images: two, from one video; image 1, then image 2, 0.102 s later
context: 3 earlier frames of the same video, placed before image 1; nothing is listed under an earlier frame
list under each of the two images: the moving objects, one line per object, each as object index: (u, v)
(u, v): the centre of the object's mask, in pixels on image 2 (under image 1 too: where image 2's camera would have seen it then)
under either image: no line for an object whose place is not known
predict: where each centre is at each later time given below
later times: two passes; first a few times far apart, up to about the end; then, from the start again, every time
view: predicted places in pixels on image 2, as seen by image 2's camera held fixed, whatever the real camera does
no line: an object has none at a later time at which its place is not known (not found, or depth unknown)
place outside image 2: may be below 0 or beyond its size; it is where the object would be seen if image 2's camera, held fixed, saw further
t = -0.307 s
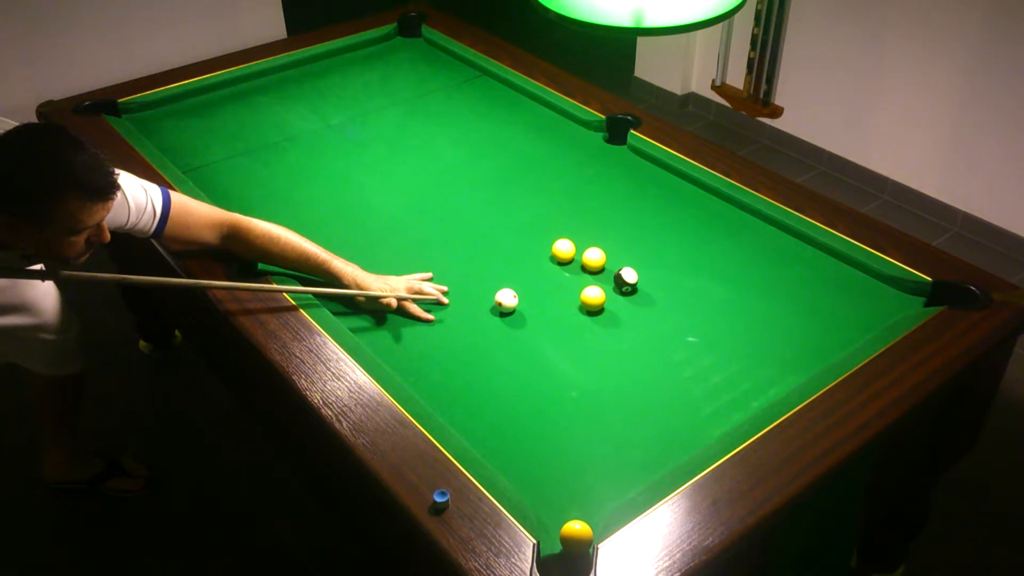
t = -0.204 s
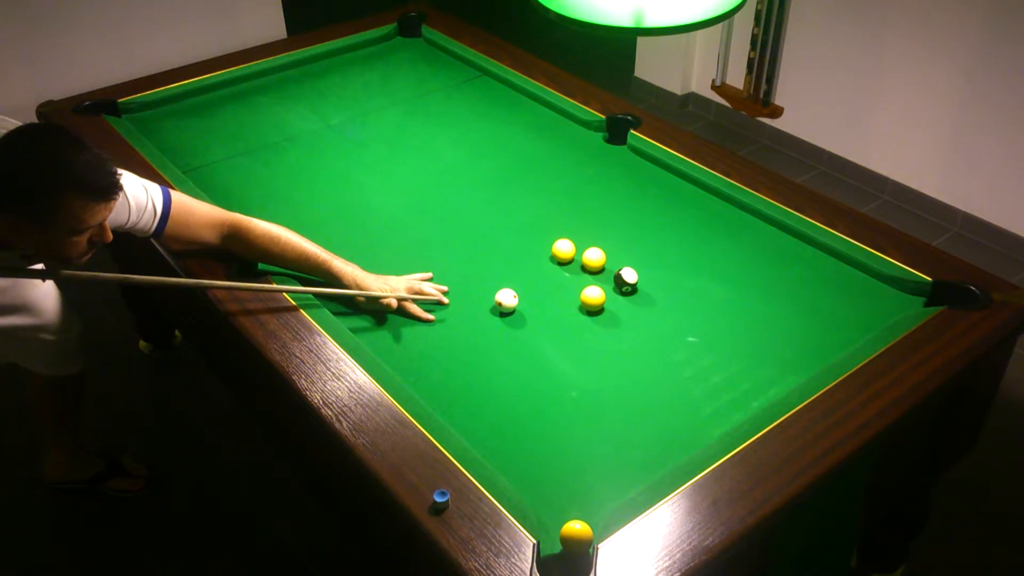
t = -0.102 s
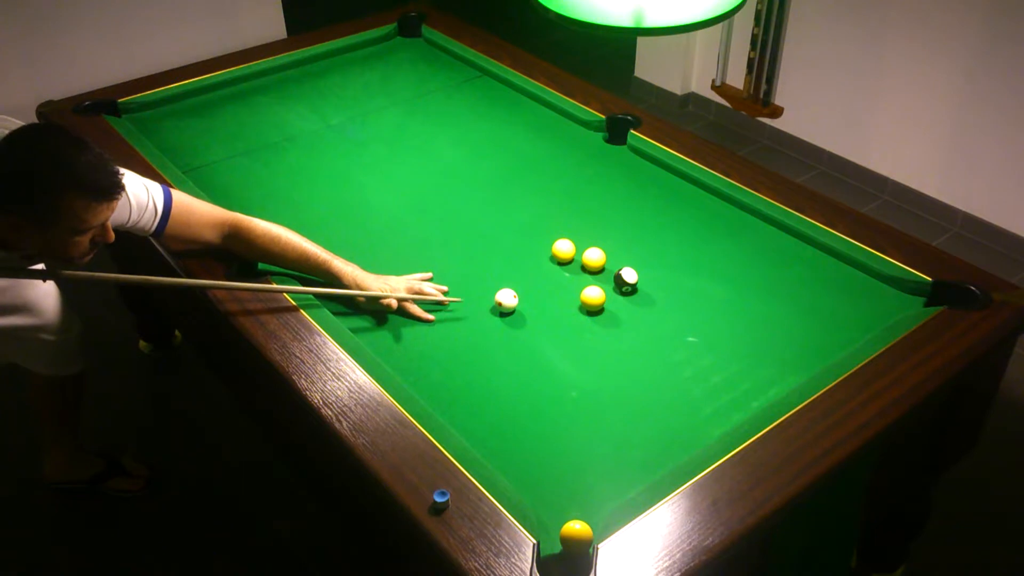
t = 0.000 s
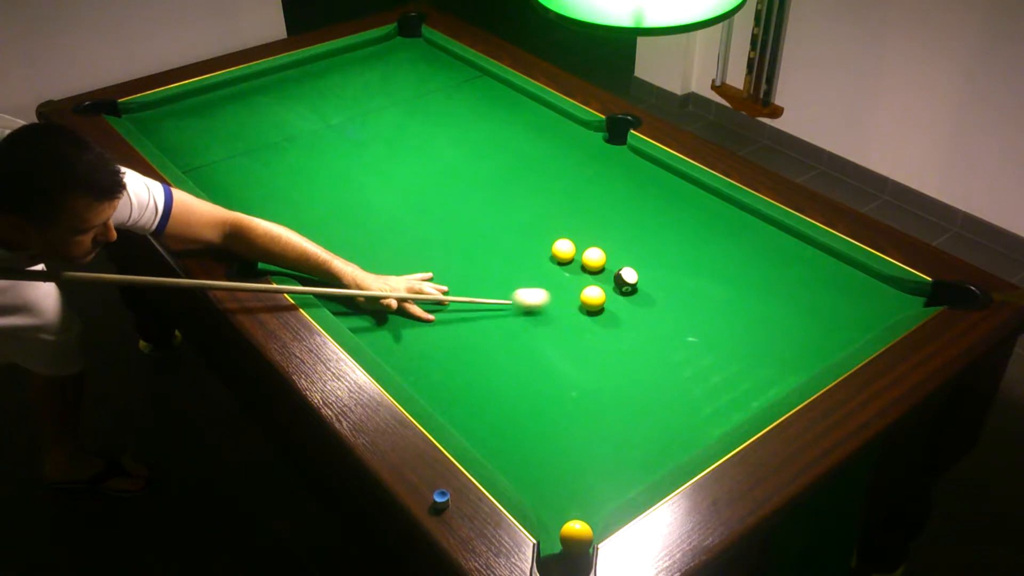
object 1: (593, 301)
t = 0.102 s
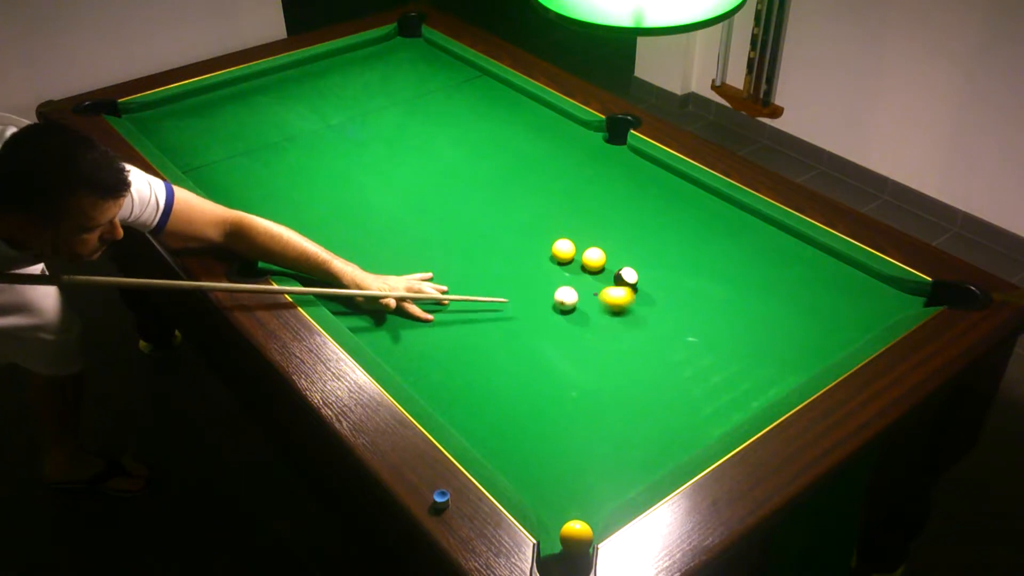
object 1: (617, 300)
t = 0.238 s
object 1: (678, 301)
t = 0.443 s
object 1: (760, 304)
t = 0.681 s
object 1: (854, 306)
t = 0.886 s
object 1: (927, 300)
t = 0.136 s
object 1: (634, 300)
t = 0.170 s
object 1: (649, 301)
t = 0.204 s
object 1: (664, 301)
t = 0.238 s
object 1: (678, 301)
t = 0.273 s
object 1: (691, 302)
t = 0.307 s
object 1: (705, 302)
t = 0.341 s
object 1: (719, 303)
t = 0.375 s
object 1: (732, 303)
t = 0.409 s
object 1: (746, 303)
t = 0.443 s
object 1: (760, 304)
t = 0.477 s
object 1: (773, 304)
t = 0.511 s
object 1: (787, 304)
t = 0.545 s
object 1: (800, 304)
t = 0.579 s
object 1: (814, 305)
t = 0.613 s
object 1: (827, 305)
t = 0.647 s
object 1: (840, 305)
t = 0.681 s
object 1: (854, 306)
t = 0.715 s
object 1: (867, 306)
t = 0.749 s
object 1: (880, 305)
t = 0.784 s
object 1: (891, 304)
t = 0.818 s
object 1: (903, 302)
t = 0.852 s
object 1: (915, 301)
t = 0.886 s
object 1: (927, 300)
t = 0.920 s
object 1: (935, 300)
